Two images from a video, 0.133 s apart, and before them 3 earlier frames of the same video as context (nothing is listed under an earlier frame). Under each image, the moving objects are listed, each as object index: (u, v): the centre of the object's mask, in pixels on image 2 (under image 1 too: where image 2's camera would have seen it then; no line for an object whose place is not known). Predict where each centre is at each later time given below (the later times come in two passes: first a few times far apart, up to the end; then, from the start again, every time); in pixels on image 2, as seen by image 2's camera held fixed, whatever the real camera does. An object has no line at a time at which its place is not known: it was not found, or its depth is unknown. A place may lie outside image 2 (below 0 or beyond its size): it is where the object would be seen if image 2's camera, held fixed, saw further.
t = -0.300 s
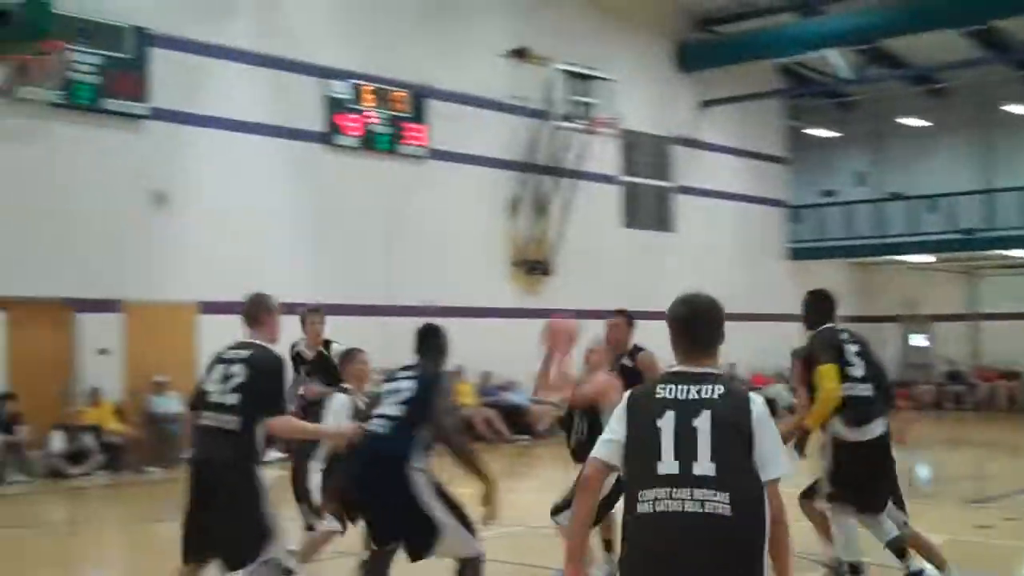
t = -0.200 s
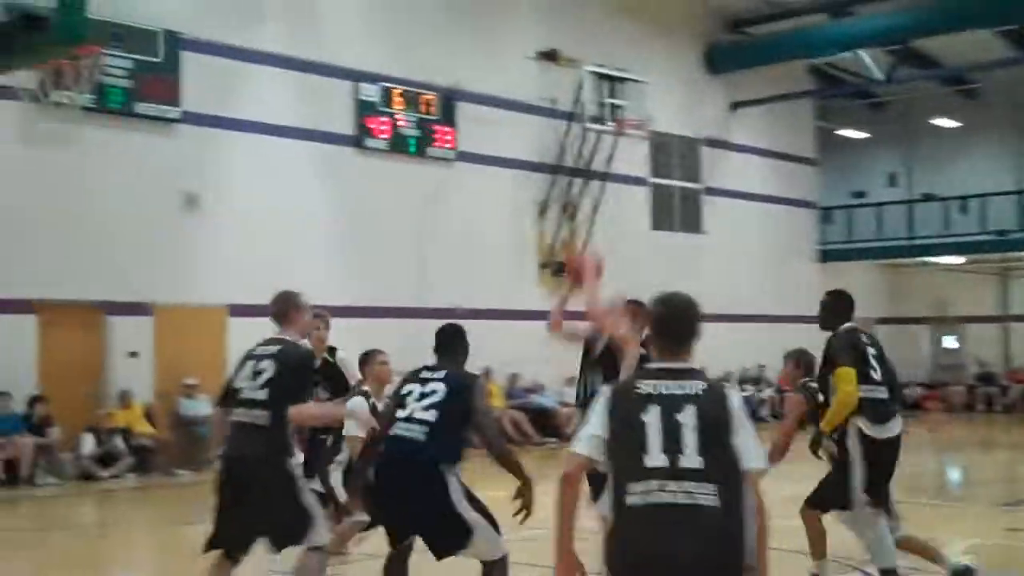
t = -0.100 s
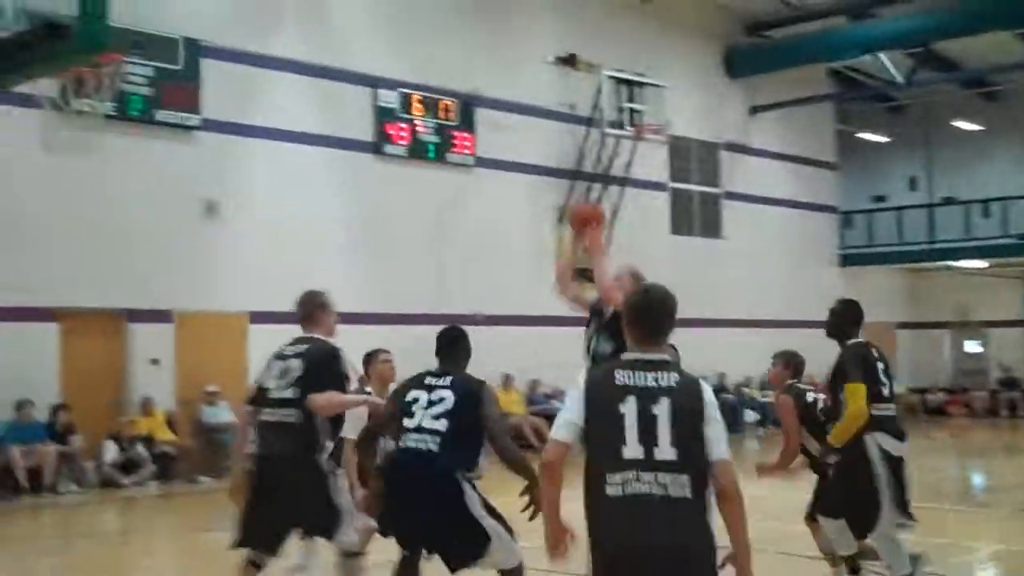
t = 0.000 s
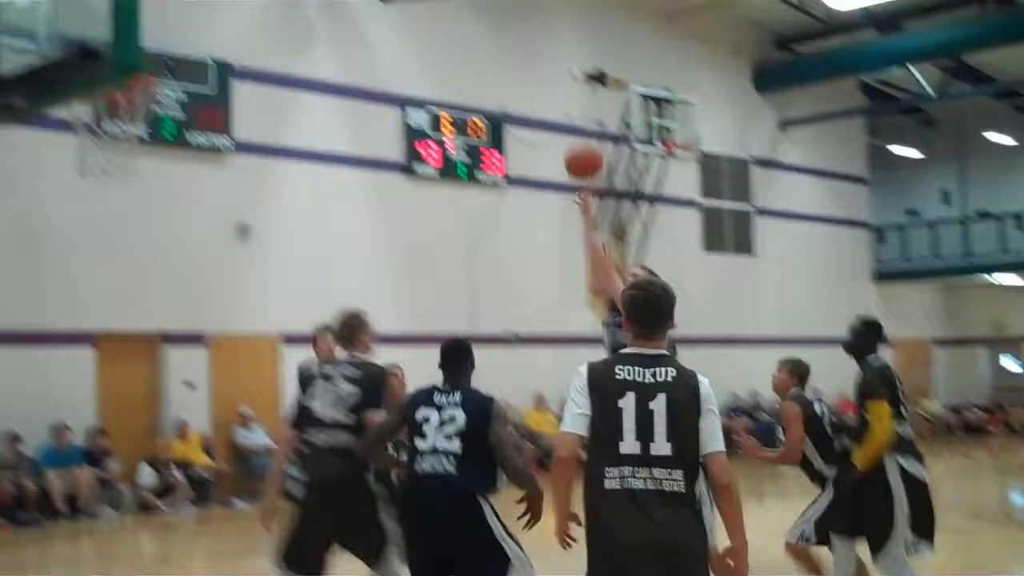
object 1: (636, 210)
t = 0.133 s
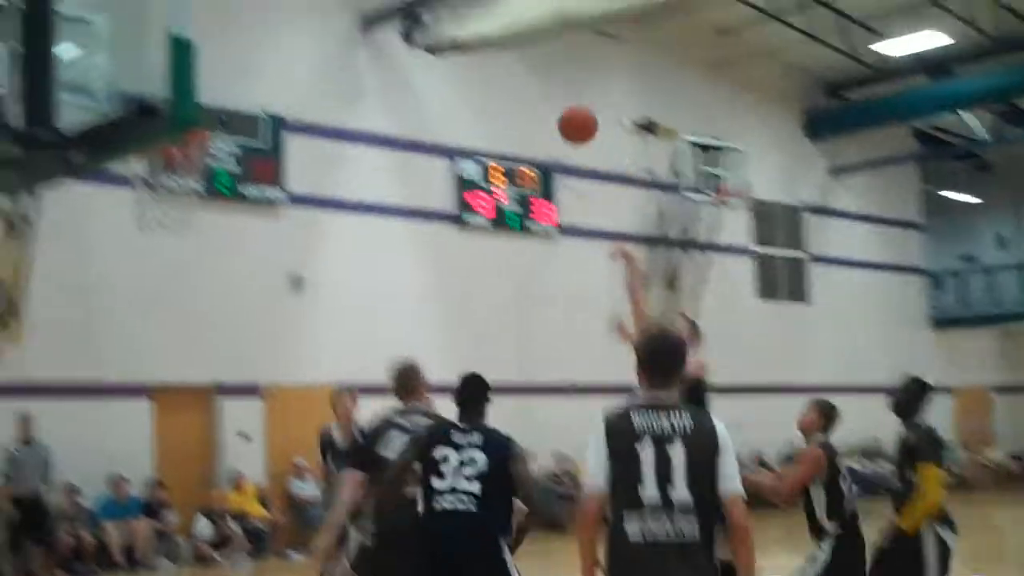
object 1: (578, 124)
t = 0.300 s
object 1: (508, 55)
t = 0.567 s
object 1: (385, 27)
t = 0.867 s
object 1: (251, 134)
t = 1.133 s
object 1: (444, 200)
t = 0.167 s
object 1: (565, 107)
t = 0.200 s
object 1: (551, 92)
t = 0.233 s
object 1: (536, 79)
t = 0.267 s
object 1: (522, 67)
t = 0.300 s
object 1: (508, 55)
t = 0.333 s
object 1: (493, 45)
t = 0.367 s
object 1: (480, 37)
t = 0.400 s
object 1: (462, 32)
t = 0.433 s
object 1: (448, 26)
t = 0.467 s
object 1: (432, 22)
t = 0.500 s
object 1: (417, 24)
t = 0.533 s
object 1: (403, 26)
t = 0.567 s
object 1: (385, 27)
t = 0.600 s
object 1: (370, 33)
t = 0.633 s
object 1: (353, 39)
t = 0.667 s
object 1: (340, 48)
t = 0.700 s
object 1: (321, 59)
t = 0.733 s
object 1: (302, 72)
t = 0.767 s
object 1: (286, 85)
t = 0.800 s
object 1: (268, 102)
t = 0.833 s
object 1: (250, 123)
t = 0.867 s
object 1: (251, 134)
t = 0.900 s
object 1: (277, 136)
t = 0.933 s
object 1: (301, 141)
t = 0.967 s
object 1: (325, 147)
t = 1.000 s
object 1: (347, 152)
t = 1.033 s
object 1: (372, 161)
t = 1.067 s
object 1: (398, 174)
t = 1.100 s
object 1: (421, 186)
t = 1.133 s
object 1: (444, 200)
